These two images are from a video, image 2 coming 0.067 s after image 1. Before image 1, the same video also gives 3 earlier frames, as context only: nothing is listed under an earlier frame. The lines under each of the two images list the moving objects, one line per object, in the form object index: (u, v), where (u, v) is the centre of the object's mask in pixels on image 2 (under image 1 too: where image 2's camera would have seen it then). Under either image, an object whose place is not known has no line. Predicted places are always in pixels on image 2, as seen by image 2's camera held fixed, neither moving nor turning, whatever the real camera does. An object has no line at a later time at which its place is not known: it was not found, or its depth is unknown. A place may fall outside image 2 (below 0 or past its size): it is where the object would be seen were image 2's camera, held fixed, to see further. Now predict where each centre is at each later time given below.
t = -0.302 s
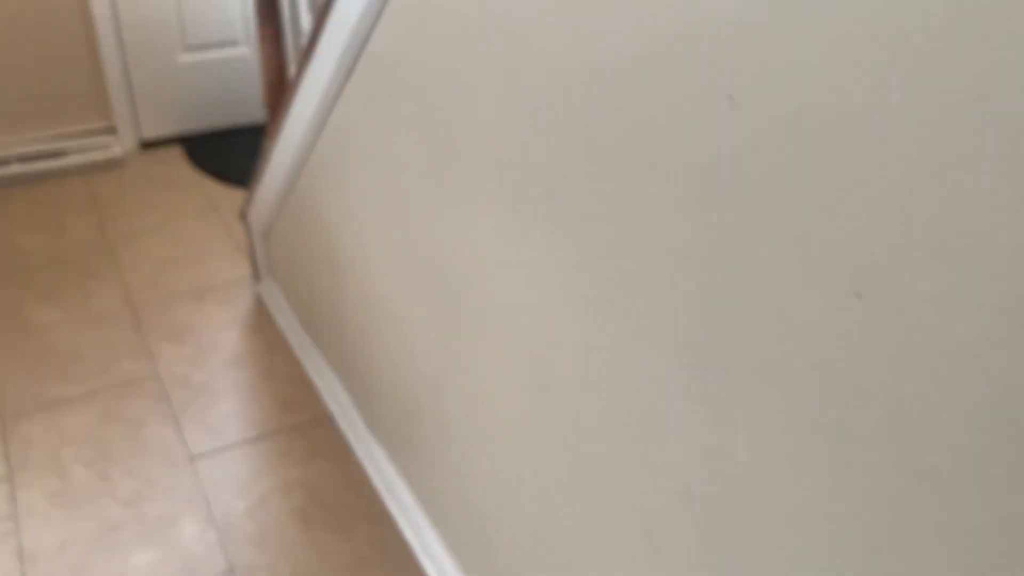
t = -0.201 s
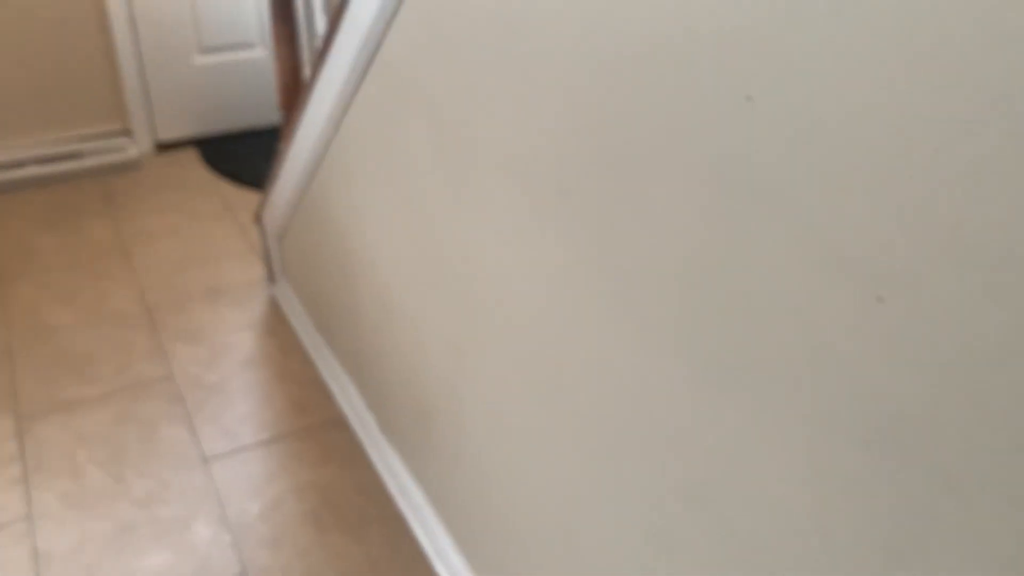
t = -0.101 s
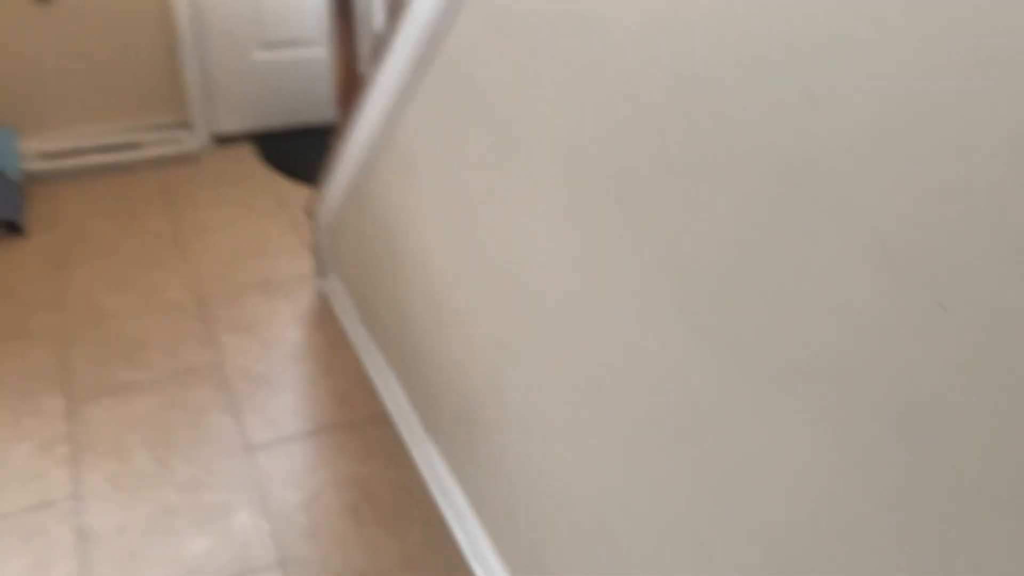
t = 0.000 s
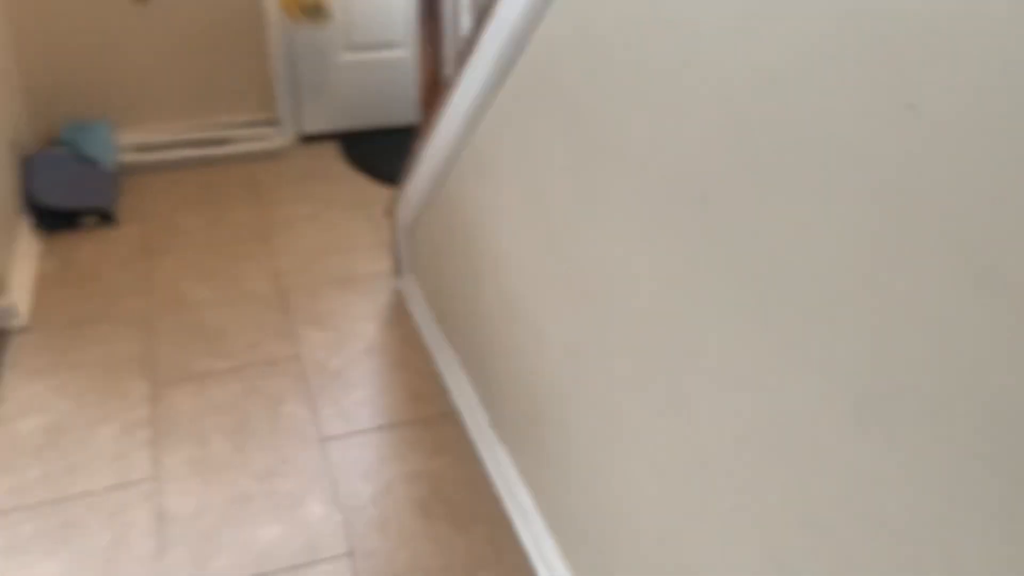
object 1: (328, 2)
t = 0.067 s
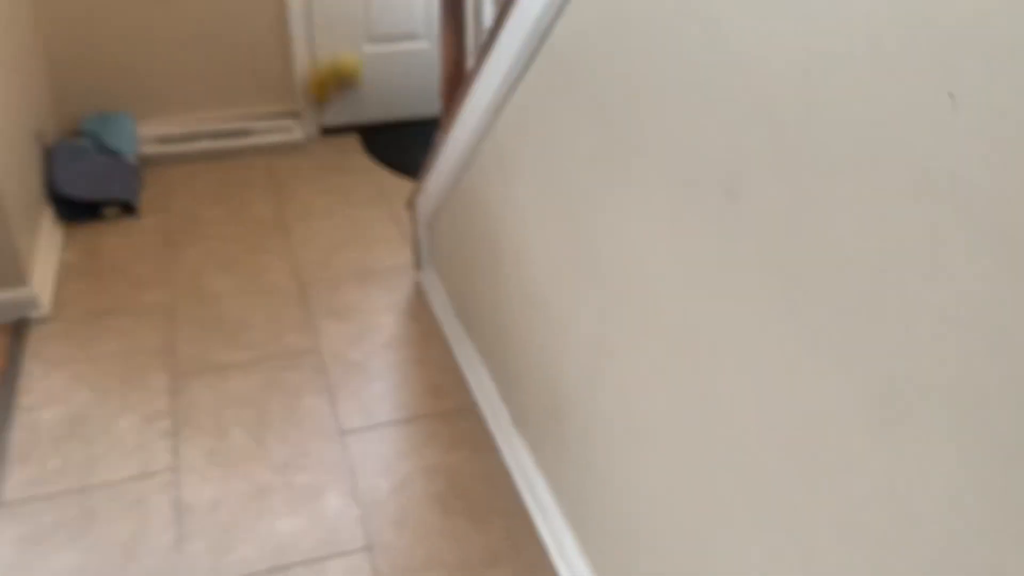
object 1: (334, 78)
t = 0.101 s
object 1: (336, 123)
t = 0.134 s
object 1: (340, 135)
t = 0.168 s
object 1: (342, 121)
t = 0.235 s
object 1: (351, 107)
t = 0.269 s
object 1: (350, 105)
